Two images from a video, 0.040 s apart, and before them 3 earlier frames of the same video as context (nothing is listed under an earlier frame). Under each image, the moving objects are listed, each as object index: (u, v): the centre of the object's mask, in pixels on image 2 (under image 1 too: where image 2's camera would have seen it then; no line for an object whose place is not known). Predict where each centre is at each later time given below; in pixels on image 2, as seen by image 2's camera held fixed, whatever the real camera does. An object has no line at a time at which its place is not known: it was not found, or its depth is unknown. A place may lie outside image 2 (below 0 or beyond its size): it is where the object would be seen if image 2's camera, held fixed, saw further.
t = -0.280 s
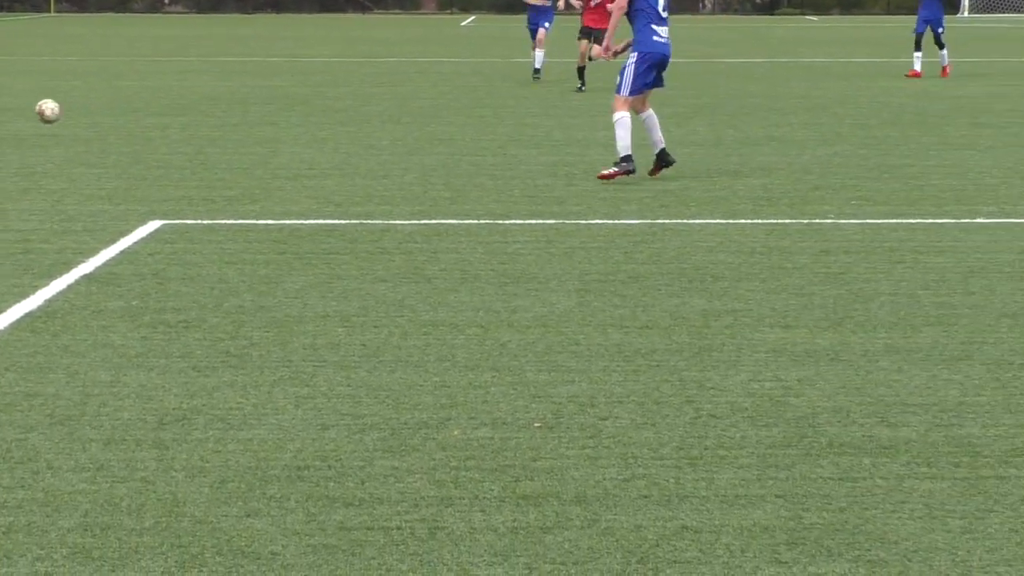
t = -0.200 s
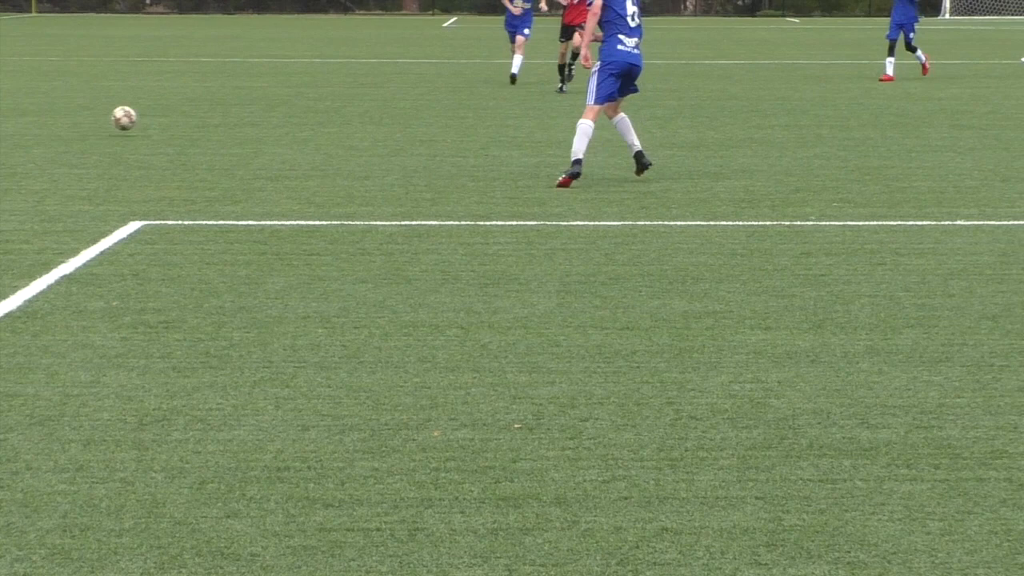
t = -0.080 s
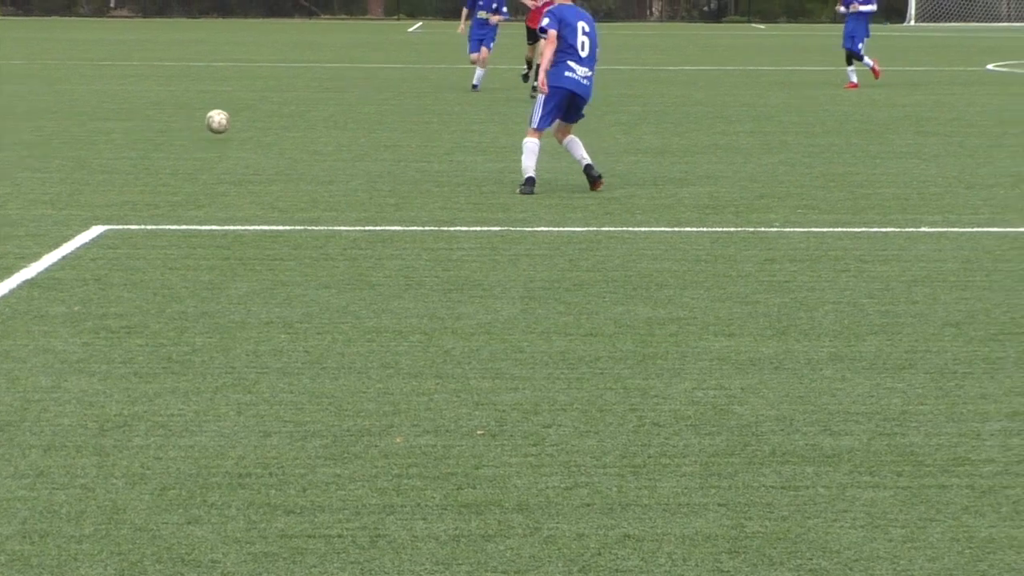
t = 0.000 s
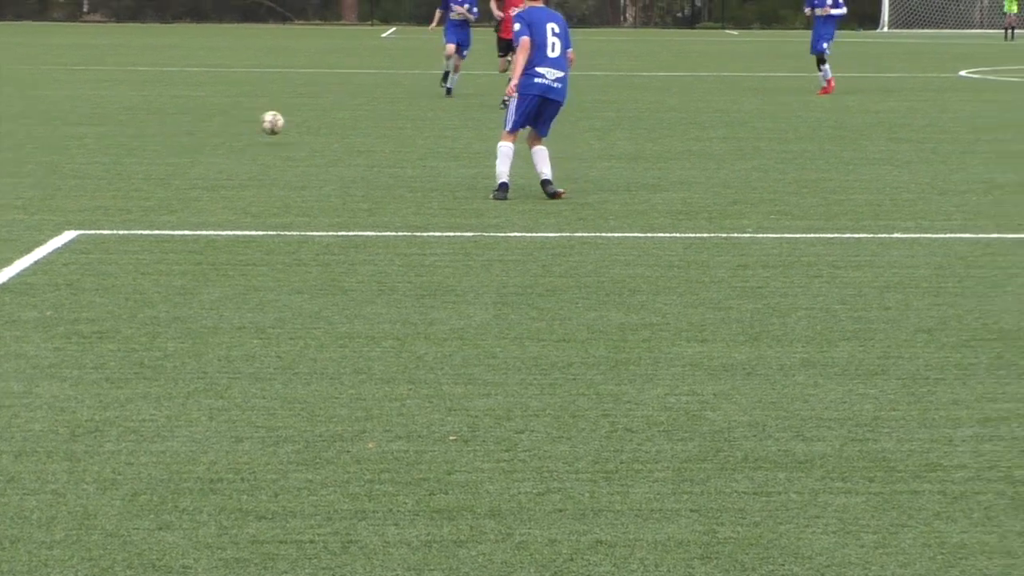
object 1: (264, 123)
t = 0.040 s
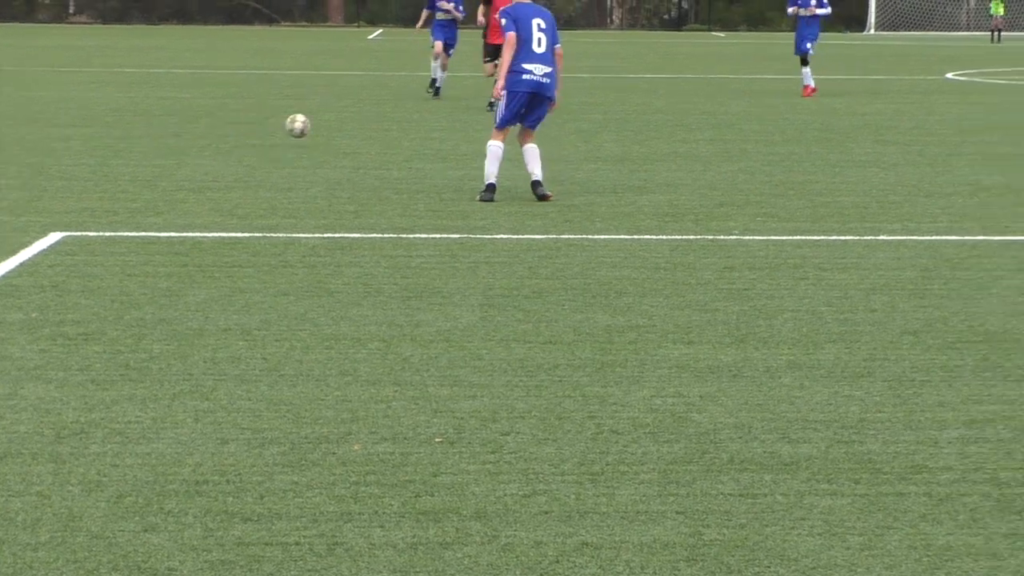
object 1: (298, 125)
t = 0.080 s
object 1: (331, 129)
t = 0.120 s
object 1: (364, 134)
